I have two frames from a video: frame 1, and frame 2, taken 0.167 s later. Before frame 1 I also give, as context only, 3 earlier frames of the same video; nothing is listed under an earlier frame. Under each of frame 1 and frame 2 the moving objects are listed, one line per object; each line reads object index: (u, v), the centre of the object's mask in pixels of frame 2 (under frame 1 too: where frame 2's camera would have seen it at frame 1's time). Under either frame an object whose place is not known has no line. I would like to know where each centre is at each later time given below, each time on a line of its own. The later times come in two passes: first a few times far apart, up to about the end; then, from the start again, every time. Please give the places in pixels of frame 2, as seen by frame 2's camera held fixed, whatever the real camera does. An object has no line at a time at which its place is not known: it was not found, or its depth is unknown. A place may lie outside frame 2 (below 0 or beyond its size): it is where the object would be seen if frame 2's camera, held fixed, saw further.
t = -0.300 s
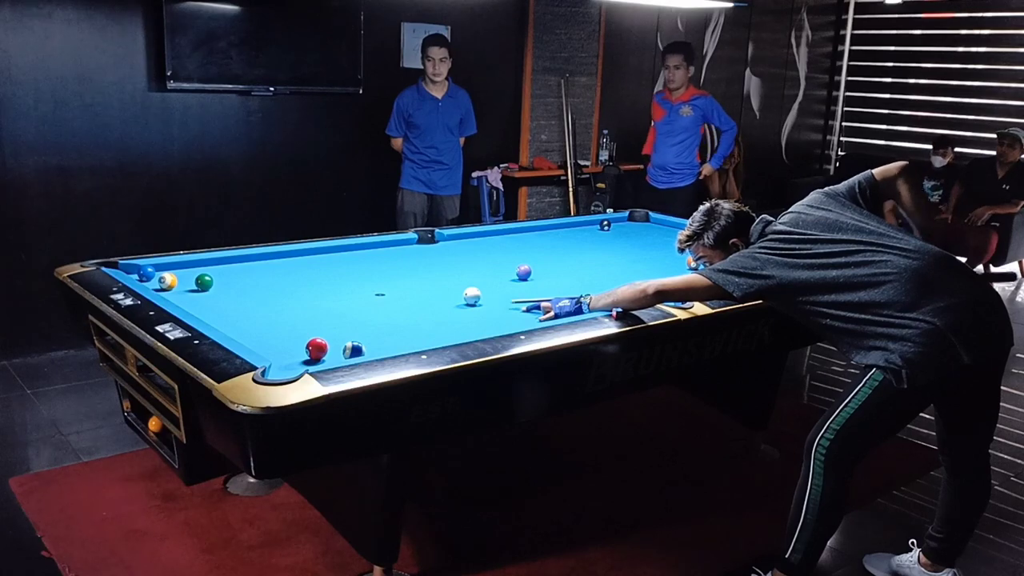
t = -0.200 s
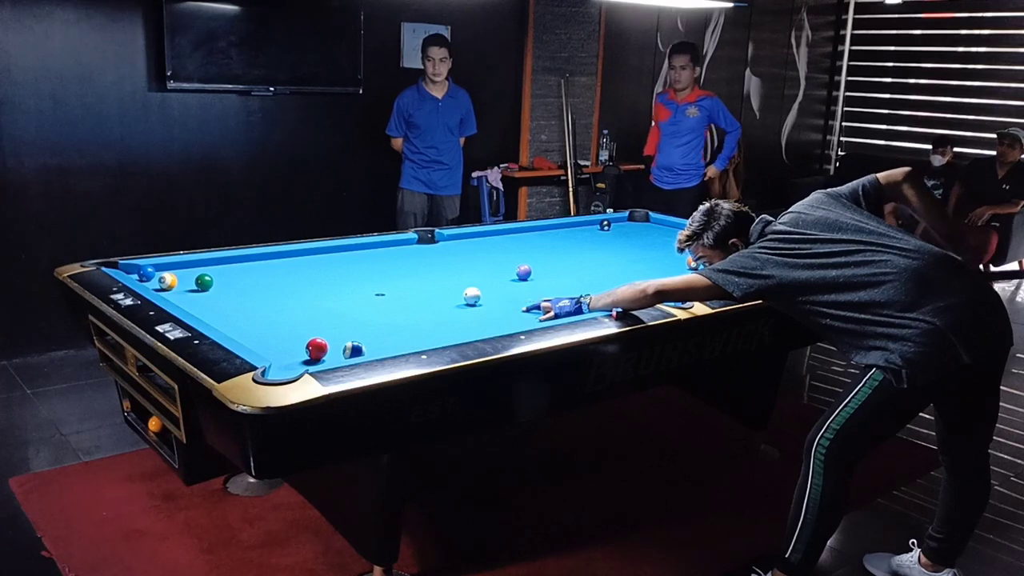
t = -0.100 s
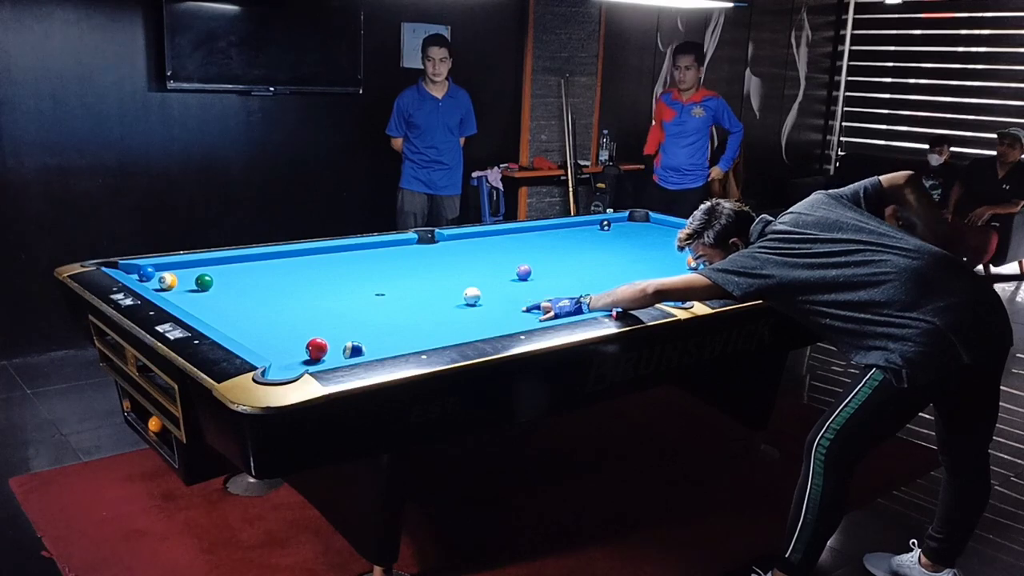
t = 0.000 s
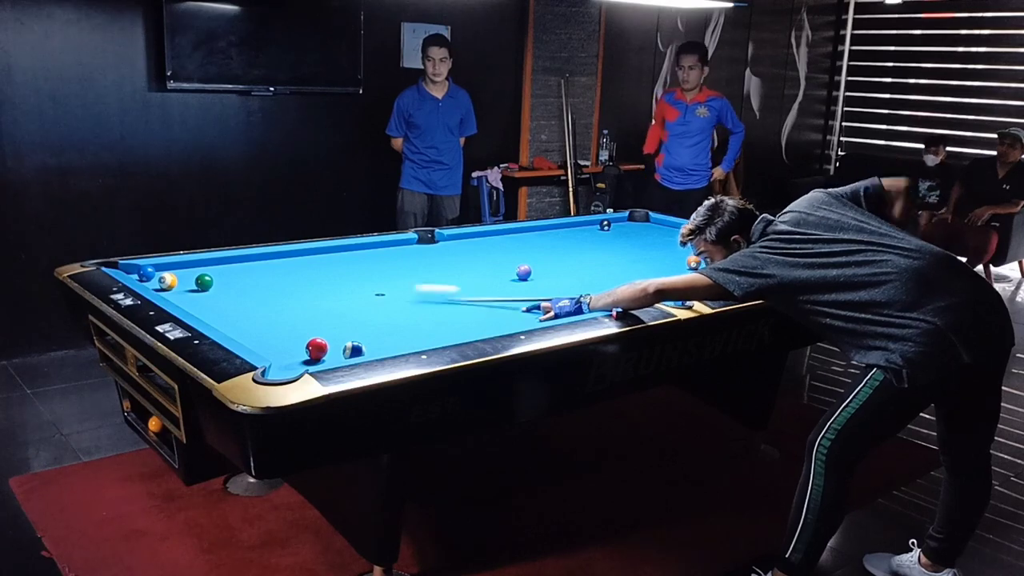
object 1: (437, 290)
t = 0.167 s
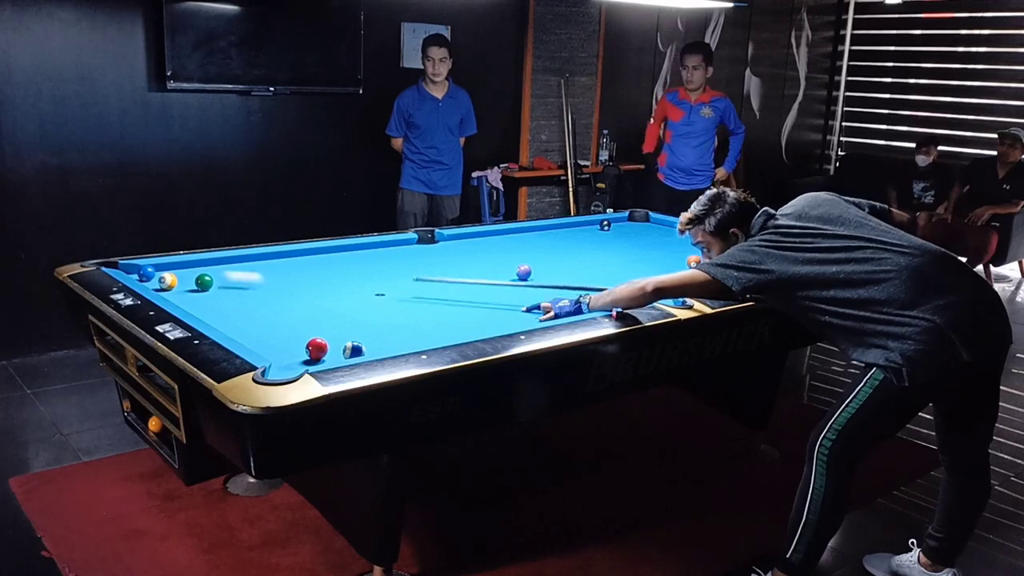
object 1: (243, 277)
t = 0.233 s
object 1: (176, 271)
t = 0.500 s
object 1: (185, 276)
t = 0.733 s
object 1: (219, 278)
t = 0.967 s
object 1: (252, 278)
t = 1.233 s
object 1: (287, 279)
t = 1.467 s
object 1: (316, 280)
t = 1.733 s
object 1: (348, 281)
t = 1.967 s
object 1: (373, 281)
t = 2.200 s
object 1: (396, 282)
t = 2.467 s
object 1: (422, 283)
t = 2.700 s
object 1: (442, 283)
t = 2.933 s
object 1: (461, 284)
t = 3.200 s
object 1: (481, 284)
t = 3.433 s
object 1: (498, 284)
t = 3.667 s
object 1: (513, 285)
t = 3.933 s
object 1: (528, 285)
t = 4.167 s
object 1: (540, 285)
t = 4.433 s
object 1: (552, 285)
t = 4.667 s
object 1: (561, 285)
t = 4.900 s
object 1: (568, 285)
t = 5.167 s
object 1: (575, 285)
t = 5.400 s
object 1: (580, 285)
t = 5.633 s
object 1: (584, 285)
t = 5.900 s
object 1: (587, 285)
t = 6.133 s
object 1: (587, 285)
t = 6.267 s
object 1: (587, 285)
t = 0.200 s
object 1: (209, 273)
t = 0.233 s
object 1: (176, 271)
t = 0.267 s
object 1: (161, 271)
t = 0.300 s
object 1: (161, 271)
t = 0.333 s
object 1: (163, 271)
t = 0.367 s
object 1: (167, 270)
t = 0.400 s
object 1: (172, 271)
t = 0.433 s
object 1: (177, 272)
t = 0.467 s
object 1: (181, 274)
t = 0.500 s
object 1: (185, 276)
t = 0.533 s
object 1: (189, 275)
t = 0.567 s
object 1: (193, 274)
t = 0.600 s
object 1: (197, 273)
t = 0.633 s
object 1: (203, 272)
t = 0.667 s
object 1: (211, 274)
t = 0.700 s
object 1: (216, 277)
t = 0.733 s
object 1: (219, 278)
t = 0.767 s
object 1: (224, 278)
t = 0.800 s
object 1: (228, 278)
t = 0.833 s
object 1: (233, 278)
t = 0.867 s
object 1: (238, 278)
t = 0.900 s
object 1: (242, 278)
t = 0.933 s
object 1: (247, 278)
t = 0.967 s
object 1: (252, 278)
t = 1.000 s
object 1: (256, 278)
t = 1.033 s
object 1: (261, 278)
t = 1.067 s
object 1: (265, 279)
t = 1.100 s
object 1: (270, 279)
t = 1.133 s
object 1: (274, 279)
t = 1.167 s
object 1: (279, 279)
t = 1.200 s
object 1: (283, 279)
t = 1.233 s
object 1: (287, 279)
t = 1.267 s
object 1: (291, 279)
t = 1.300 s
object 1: (296, 280)
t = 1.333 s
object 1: (300, 280)
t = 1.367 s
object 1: (304, 280)
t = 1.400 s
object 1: (308, 280)
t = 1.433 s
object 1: (312, 280)
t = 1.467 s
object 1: (316, 280)
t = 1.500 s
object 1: (321, 280)
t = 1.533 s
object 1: (324, 280)
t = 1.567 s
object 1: (329, 280)
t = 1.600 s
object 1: (332, 280)
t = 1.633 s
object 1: (336, 280)
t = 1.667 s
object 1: (340, 280)
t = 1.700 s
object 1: (344, 281)
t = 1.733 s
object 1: (348, 281)
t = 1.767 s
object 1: (351, 281)
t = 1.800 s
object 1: (355, 281)
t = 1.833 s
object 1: (359, 281)
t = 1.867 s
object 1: (362, 281)
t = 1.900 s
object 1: (365, 281)
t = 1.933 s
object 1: (369, 281)
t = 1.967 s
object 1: (373, 281)
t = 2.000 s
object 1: (376, 281)
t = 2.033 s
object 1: (380, 282)
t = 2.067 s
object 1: (383, 282)
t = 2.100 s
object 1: (386, 282)
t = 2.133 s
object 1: (390, 282)
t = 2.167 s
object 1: (393, 282)
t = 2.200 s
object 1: (396, 282)
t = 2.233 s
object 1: (400, 282)
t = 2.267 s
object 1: (403, 282)
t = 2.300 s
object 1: (406, 282)
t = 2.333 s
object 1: (409, 282)
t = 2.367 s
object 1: (412, 282)
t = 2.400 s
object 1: (416, 283)
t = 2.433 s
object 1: (419, 282)
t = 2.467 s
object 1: (422, 283)
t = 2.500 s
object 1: (424, 282)
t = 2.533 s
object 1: (428, 283)
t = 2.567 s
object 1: (430, 283)
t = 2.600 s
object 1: (433, 283)
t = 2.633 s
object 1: (437, 283)
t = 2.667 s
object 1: (439, 283)
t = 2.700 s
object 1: (442, 283)
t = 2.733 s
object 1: (445, 283)
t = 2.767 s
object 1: (448, 284)
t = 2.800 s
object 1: (450, 283)
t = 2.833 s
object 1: (453, 284)
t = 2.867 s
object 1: (456, 284)
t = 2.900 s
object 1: (459, 284)
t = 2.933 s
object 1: (461, 284)
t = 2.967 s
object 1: (464, 284)
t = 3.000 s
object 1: (467, 284)
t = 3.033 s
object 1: (469, 284)
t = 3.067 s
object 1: (472, 284)
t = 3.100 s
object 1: (474, 284)
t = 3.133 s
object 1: (477, 284)
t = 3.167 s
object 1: (479, 284)
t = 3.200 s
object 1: (481, 284)
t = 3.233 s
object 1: (484, 284)
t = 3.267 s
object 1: (486, 284)
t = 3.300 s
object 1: (489, 284)
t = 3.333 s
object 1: (491, 285)
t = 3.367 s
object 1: (493, 284)
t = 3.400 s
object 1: (496, 284)
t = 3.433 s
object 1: (498, 284)
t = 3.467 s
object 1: (500, 285)
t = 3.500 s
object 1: (502, 285)
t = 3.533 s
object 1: (504, 285)
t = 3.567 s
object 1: (506, 285)
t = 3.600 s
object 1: (508, 285)
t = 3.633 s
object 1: (510, 285)
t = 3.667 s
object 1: (513, 285)
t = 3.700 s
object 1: (515, 285)
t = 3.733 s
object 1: (517, 285)
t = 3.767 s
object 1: (518, 285)
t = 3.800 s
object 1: (520, 285)
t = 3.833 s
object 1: (523, 285)
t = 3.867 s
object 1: (524, 285)
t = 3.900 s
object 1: (526, 285)
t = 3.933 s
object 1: (528, 285)
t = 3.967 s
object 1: (530, 285)
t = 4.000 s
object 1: (532, 285)
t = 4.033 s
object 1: (533, 285)
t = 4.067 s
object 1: (535, 285)
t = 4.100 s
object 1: (536, 285)
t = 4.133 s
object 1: (538, 285)
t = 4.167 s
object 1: (540, 285)
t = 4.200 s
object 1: (541, 285)
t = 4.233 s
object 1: (543, 285)
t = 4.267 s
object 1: (545, 285)
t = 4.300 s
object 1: (546, 285)
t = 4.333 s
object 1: (548, 285)
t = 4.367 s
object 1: (549, 285)
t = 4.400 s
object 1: (550, 285)
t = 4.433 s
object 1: (552, 285)
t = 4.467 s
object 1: (553, 285)
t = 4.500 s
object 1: (554, 285)
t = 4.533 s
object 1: (556, 286)
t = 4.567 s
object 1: (557, 285)
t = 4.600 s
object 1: (558, 285)
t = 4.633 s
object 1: (560, 285)
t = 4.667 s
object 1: (561, 285)
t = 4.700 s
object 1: (562, 285)
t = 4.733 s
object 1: (563, 285)
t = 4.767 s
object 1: (564, 285)
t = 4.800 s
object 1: (565, 285)
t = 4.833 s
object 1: (566, 285)
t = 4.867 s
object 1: (567, 285)
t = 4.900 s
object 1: (568, 285)
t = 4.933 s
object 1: (569, 285)
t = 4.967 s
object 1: (570, 285)
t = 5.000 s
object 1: (571, 285)
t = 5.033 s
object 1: (572, 285)
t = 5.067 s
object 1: (573, 285)
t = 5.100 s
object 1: (574, 285)
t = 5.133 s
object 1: (575, 285)
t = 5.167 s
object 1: (575, 285)
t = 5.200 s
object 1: (576, 285)
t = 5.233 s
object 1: (577, 285)
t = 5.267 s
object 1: (578, 285)
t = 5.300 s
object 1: (578, 285)
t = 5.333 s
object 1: (579, 285)
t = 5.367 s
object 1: (580, 285)
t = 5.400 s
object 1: (580, 285)
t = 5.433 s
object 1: (581, 285)
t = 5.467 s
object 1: (581, 285)
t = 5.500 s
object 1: (582, 285)
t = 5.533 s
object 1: (582, 285)
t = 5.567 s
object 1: (583, 285)
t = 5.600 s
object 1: (583, 285)
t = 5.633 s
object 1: (584, 285)
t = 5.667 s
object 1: (584, 285)
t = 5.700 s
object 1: (585, 285)
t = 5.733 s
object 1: (585, 285)
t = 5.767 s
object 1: (585, 285)
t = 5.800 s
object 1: (586, 285)
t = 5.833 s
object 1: (586, 285)
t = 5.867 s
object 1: (586, 285)
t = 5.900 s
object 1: (587, 285)
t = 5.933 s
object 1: (587, 285)
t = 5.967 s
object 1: (587, 285)
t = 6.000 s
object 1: (587, 285)
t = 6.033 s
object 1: (587, 285)
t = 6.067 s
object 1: (587, 285)
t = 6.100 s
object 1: (587, 285)
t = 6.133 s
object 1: (587, 285)
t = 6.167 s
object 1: (587, 285)
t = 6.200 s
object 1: (587, 285)
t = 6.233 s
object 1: (587, 285)
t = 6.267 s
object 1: (587, 285)
